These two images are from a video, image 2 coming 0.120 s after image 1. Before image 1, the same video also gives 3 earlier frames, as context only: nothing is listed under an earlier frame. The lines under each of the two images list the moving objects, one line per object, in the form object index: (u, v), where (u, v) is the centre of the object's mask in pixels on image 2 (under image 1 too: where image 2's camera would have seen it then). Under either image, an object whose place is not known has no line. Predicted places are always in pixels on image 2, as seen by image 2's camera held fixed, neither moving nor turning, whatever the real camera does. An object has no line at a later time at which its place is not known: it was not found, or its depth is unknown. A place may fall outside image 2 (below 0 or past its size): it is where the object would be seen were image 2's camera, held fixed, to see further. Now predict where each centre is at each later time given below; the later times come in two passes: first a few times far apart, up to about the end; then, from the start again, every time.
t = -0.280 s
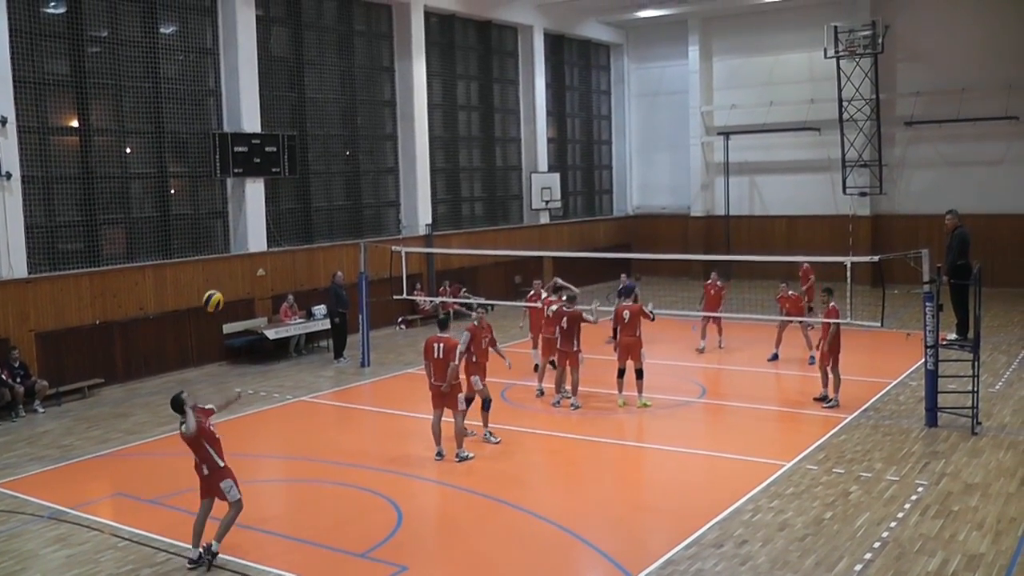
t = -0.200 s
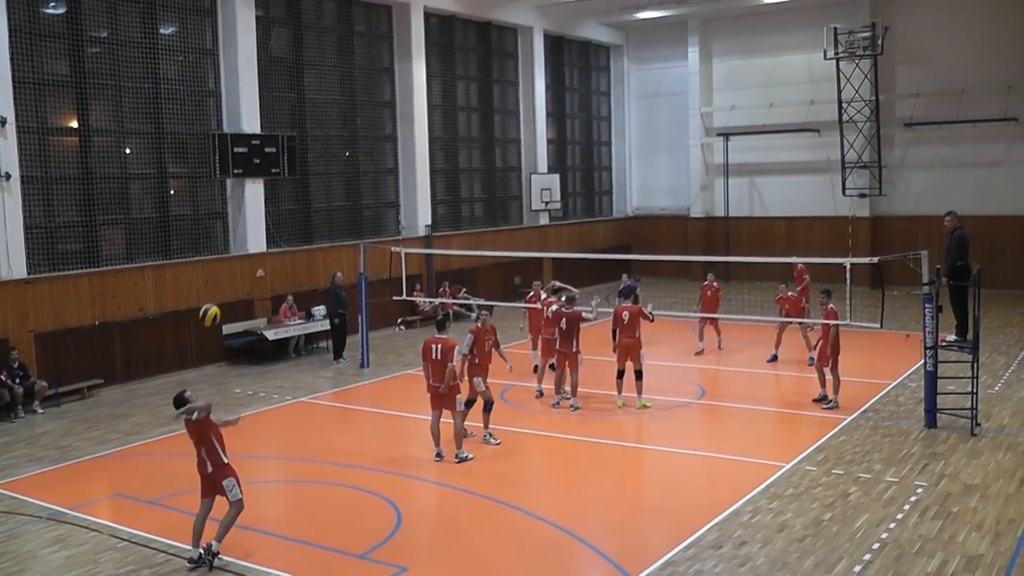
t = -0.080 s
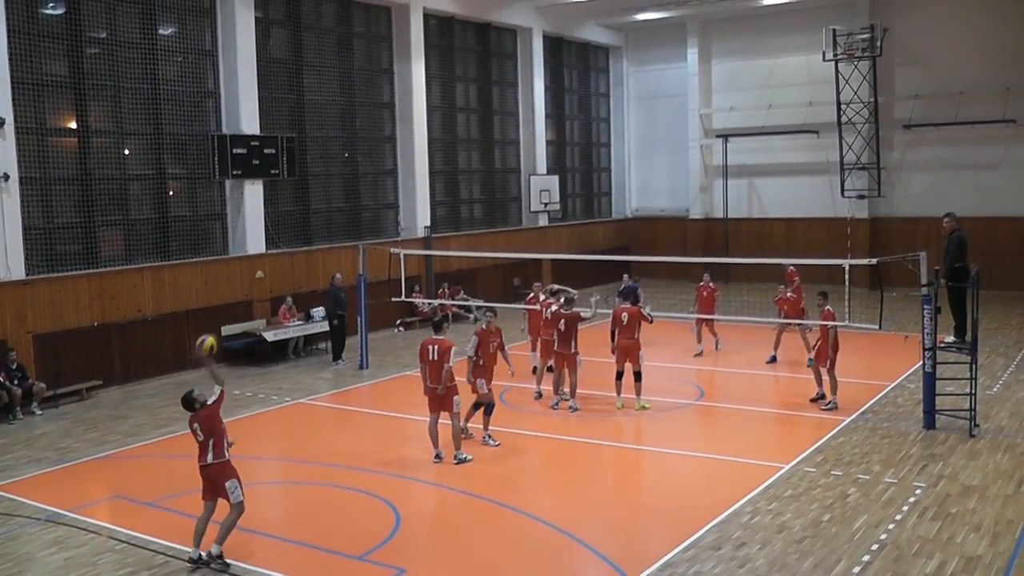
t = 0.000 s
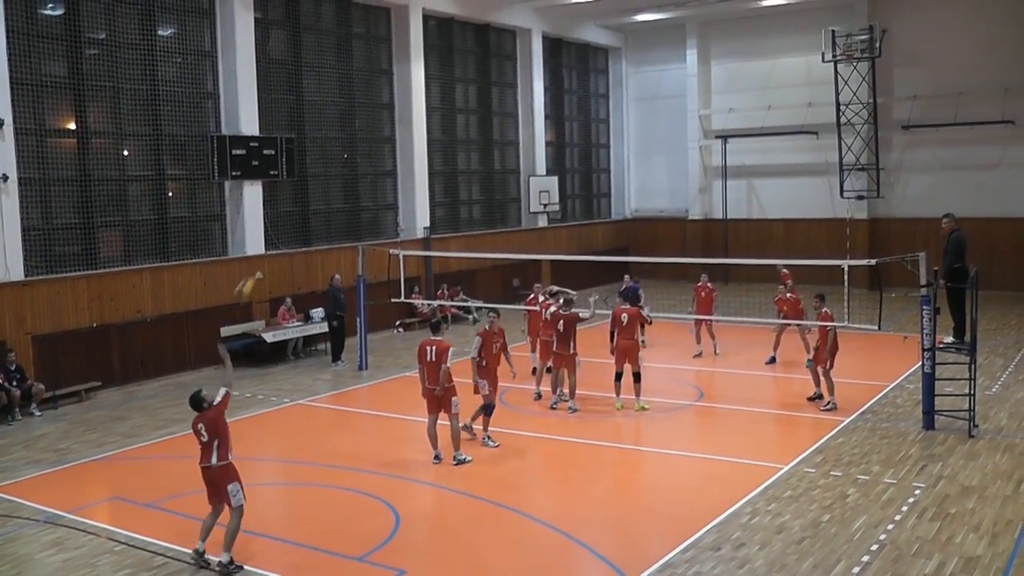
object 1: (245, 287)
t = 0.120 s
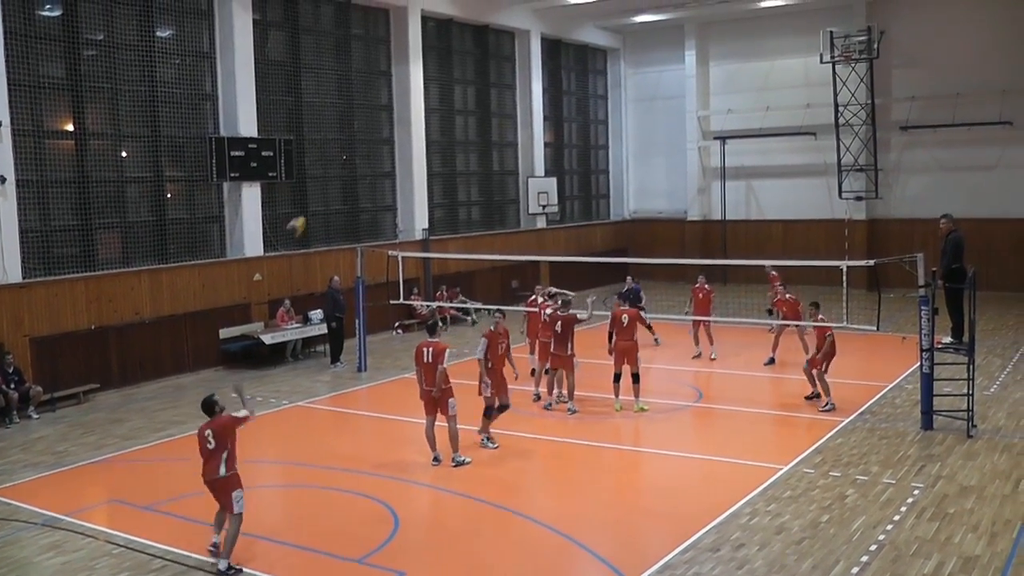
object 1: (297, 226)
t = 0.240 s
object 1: (338, 184)
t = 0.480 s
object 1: (397, 156)
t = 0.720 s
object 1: (439, 168)
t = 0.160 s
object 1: (311, 210)
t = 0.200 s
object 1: (325, 196)
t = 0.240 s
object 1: (338, 184)
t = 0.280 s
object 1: (350, 176)
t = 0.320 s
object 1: (361, 169)
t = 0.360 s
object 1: (371, 164)
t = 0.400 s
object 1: (380, 159)
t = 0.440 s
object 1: (389, 156)
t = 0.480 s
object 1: (397, 156)
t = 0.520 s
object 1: (405, 156)
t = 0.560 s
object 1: (413, 156)
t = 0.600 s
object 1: (420, 158)
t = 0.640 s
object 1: (426, 161)
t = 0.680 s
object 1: (432, 164)
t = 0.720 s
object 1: (439, 168)
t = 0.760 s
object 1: (445, 173)
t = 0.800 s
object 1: (450, 179)
